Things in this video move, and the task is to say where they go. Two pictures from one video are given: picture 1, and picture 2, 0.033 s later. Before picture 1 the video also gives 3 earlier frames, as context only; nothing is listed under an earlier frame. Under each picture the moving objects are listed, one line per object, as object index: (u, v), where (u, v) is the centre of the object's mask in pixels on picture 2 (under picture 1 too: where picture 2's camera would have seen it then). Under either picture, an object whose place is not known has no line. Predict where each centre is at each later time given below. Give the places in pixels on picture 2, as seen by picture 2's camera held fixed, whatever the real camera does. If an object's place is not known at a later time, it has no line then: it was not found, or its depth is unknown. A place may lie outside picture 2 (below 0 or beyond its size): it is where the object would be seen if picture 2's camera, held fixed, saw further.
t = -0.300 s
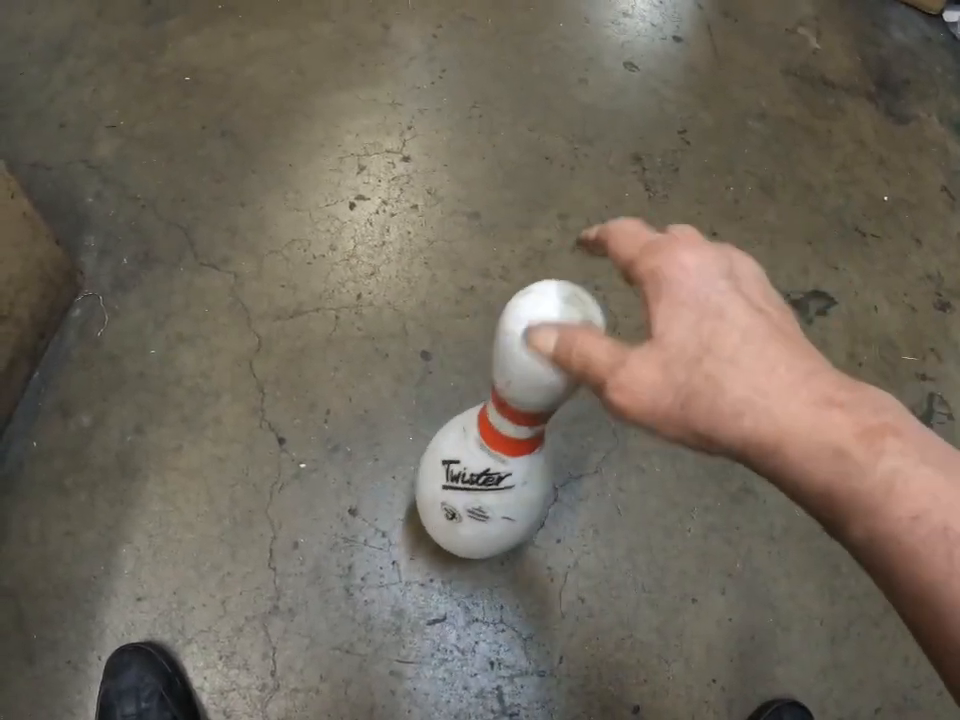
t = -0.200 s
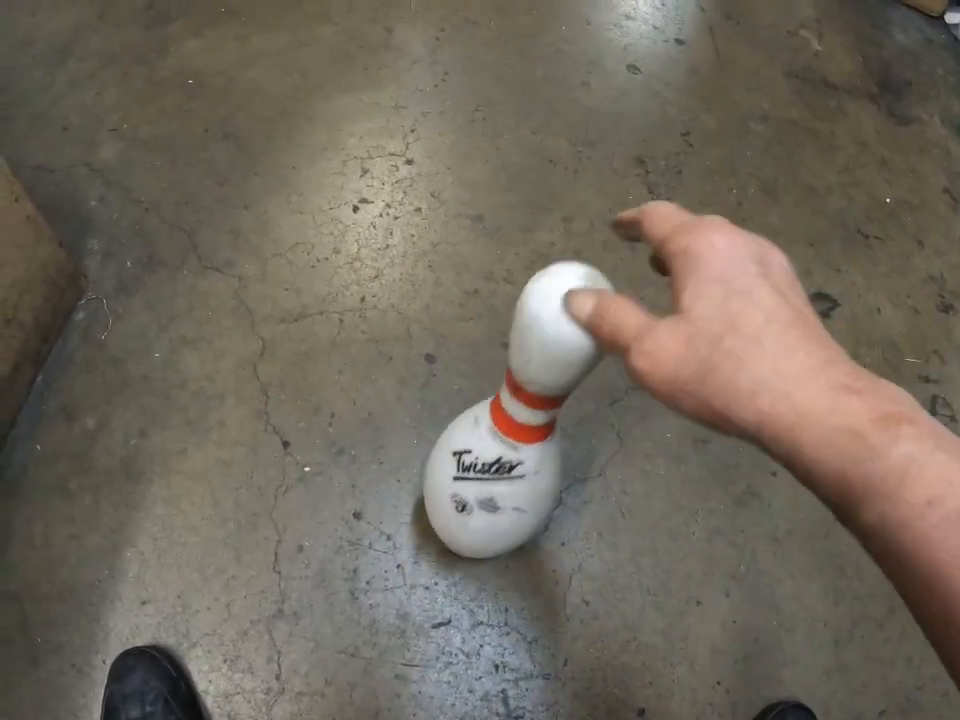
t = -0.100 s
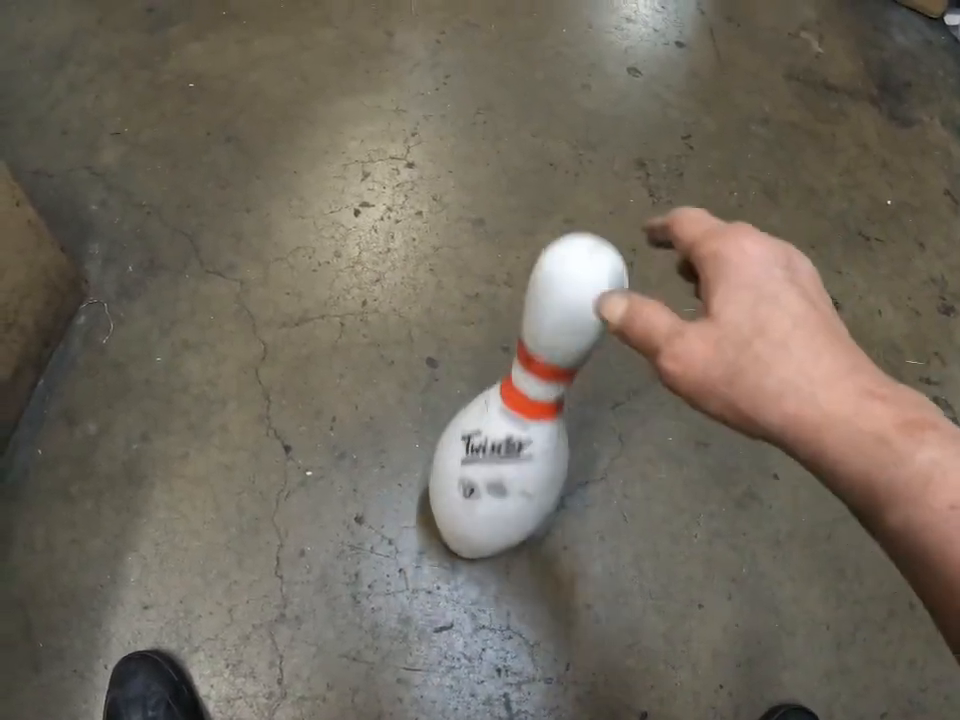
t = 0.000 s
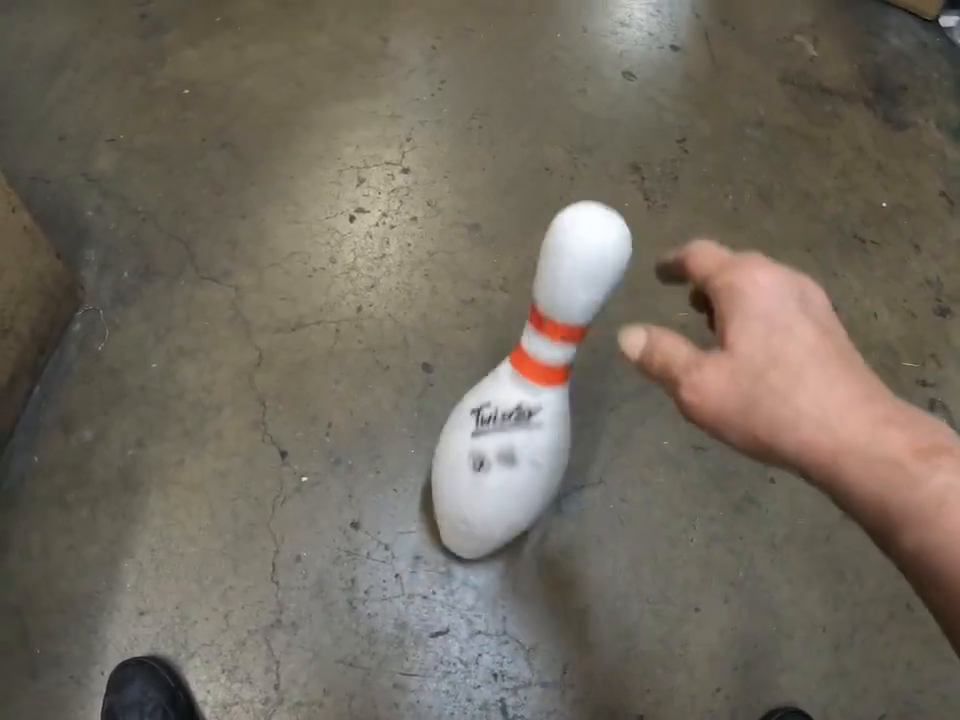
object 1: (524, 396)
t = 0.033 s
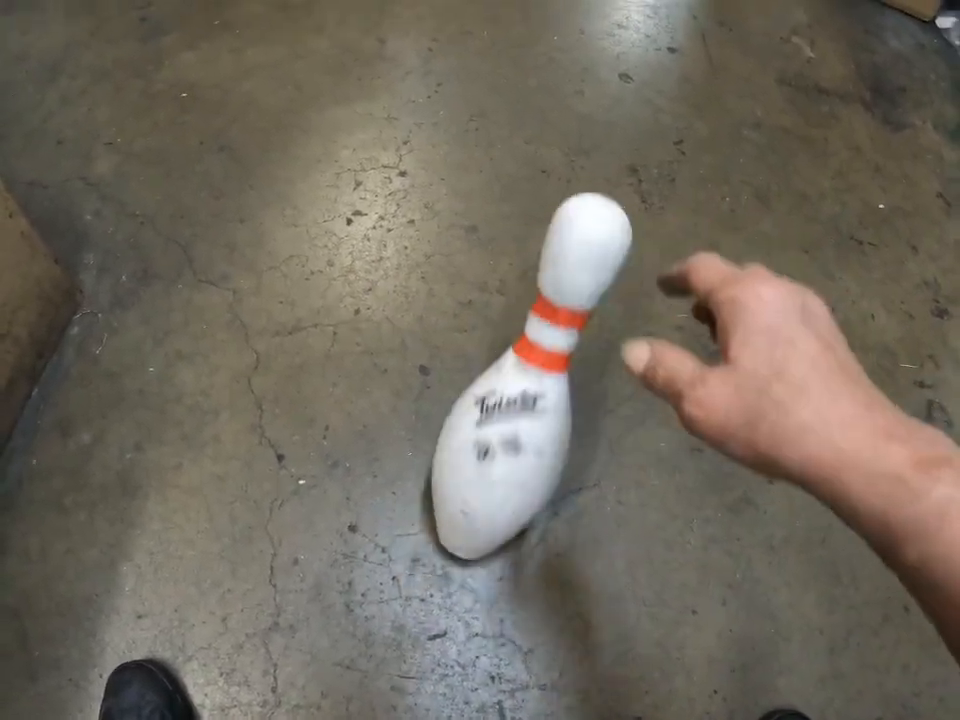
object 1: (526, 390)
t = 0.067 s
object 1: (528, 387)
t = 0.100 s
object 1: (529, 387)
